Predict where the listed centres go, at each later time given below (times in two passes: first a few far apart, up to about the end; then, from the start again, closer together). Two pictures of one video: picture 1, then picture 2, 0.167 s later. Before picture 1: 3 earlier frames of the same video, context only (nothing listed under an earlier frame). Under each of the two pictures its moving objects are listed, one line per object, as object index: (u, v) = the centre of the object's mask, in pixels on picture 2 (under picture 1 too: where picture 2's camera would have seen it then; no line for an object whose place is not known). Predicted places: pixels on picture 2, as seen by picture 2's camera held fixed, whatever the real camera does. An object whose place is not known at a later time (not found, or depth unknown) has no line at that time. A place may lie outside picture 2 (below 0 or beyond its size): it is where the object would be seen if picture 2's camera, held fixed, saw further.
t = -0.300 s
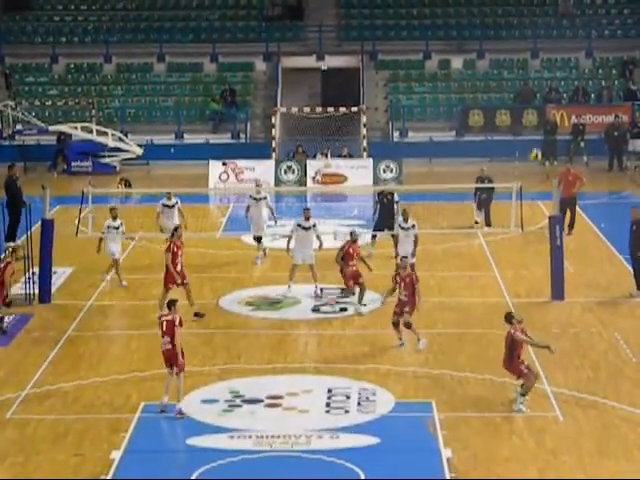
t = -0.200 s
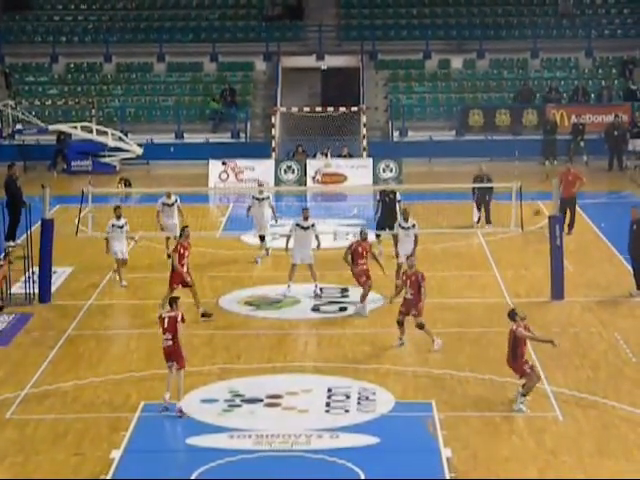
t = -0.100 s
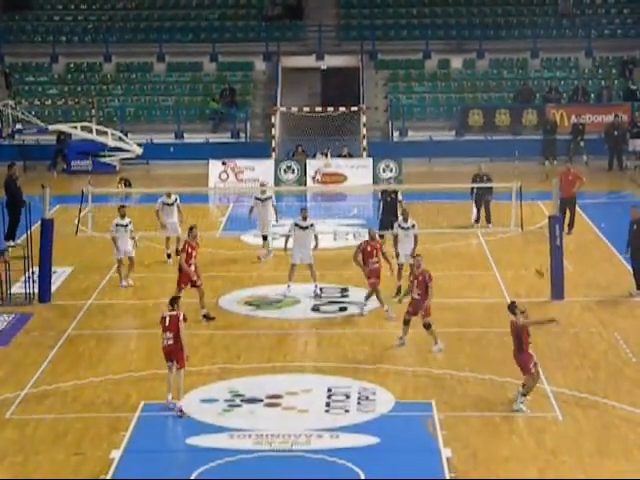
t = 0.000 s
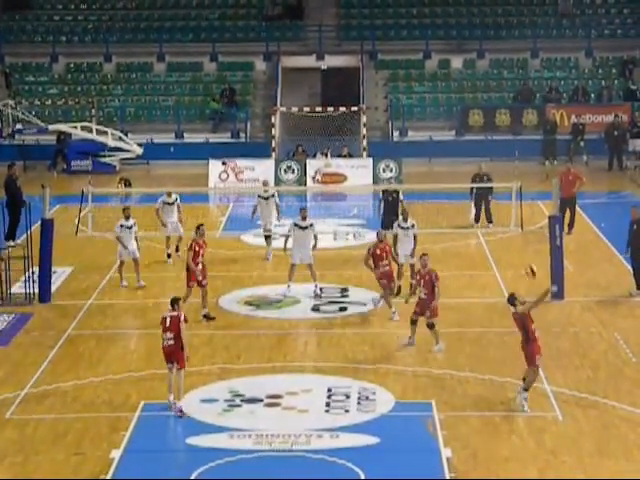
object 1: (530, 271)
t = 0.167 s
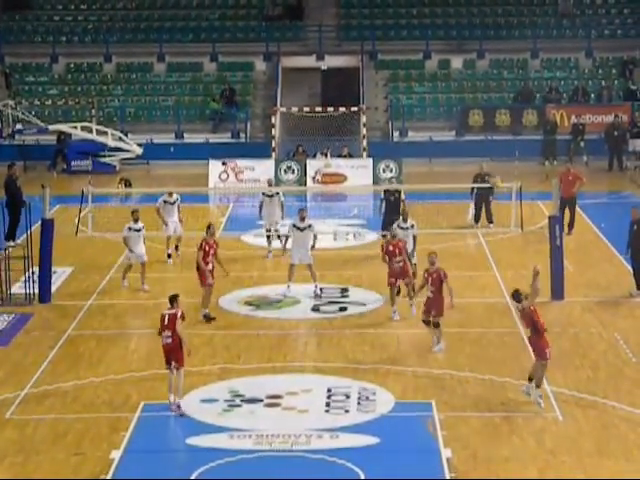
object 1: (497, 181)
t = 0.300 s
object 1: (468, 123)
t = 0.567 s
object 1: (414, 51)
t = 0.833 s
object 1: (365, 23)
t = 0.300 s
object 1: (468, 123)
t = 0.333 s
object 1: (460, 113)
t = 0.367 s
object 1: (453, 102)
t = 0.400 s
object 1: (446, 90)
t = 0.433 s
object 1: (440, 82)
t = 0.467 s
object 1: (433, 73)
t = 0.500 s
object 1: (427, 64)
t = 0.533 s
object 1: (420, 56)
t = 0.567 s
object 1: (414, 51)
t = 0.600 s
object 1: (408, 44)
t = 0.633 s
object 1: (402, 38)
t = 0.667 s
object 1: (395, 34)
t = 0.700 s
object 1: (389, 31)
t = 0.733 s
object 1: (383, 28)
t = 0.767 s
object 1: (376, 25)
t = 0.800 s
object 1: (371, 22)
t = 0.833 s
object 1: (365, 23)
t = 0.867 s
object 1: (359, 22)
